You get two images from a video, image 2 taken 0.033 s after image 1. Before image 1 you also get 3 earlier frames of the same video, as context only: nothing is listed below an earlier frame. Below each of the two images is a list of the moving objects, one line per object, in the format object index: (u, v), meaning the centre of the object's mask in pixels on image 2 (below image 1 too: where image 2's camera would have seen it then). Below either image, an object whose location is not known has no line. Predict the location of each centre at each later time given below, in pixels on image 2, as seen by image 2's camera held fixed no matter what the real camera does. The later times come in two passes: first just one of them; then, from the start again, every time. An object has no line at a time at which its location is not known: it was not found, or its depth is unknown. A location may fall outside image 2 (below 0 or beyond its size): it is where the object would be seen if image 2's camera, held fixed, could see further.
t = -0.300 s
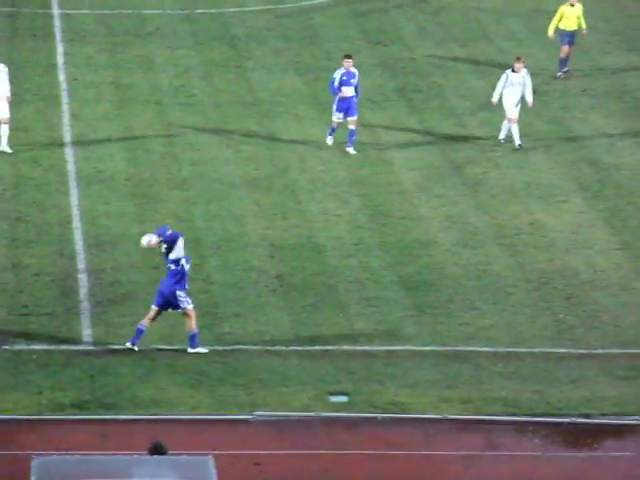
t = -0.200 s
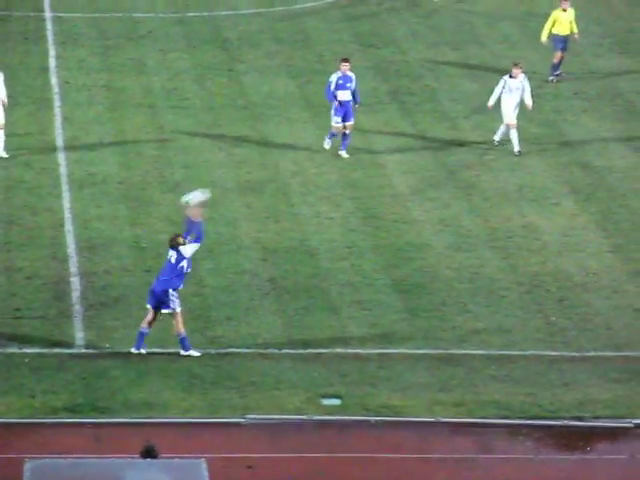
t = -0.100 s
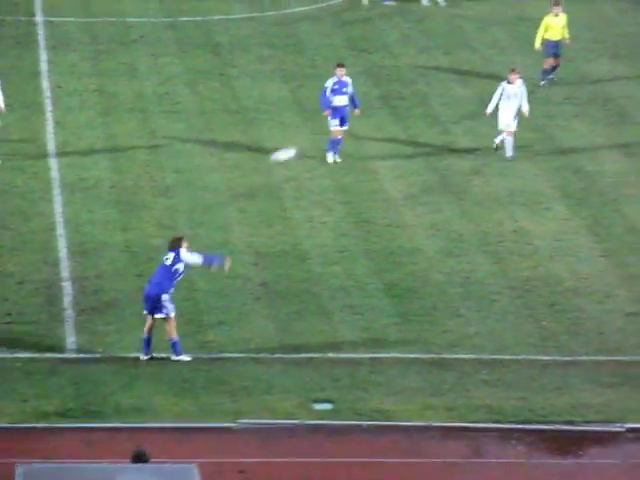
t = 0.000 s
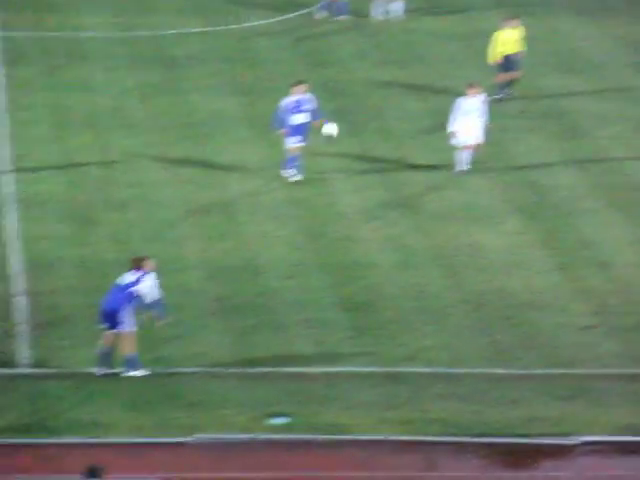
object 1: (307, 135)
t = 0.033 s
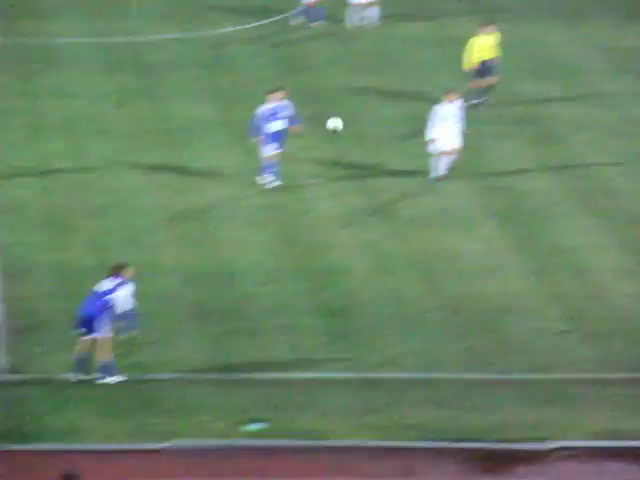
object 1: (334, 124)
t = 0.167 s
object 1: (440, 81)
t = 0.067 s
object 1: (360, 113)
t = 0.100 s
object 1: (387, 102)
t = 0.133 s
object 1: (413, 92)
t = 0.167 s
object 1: (440, 81)
